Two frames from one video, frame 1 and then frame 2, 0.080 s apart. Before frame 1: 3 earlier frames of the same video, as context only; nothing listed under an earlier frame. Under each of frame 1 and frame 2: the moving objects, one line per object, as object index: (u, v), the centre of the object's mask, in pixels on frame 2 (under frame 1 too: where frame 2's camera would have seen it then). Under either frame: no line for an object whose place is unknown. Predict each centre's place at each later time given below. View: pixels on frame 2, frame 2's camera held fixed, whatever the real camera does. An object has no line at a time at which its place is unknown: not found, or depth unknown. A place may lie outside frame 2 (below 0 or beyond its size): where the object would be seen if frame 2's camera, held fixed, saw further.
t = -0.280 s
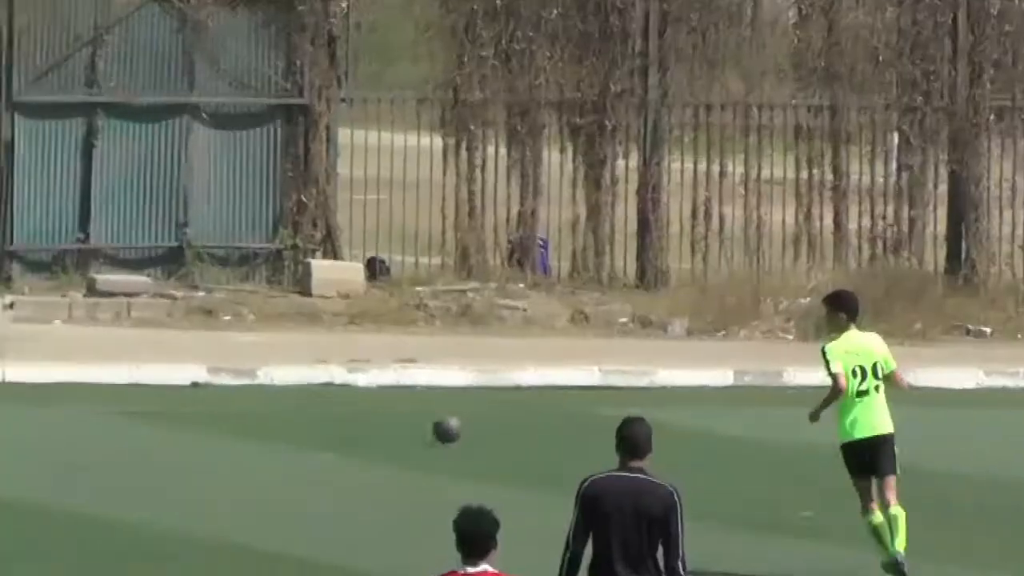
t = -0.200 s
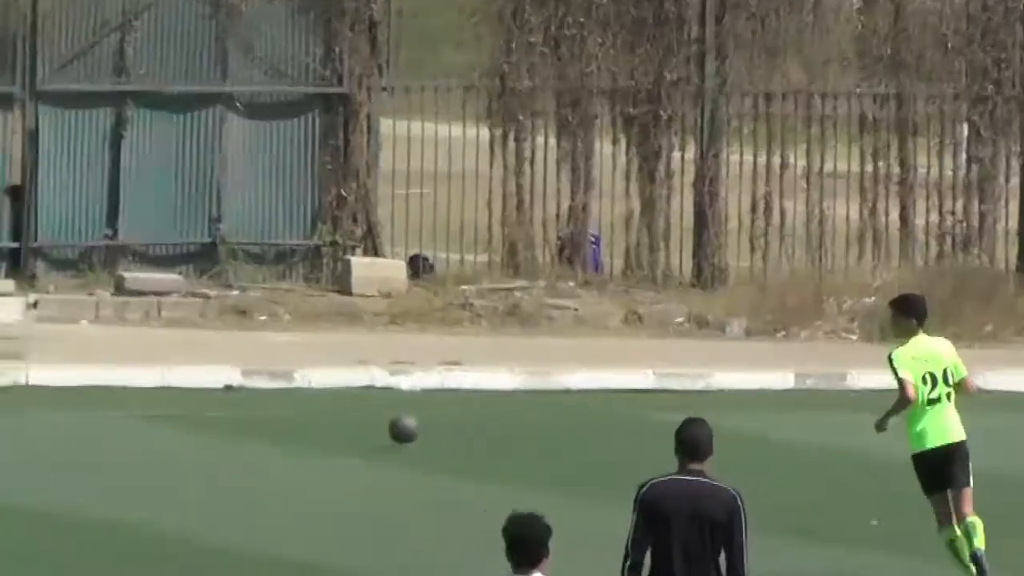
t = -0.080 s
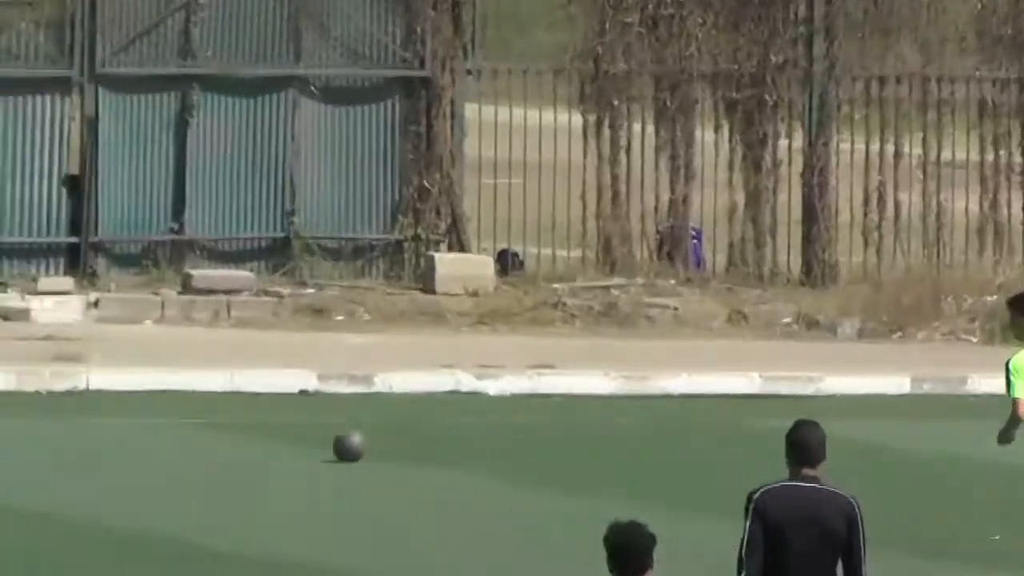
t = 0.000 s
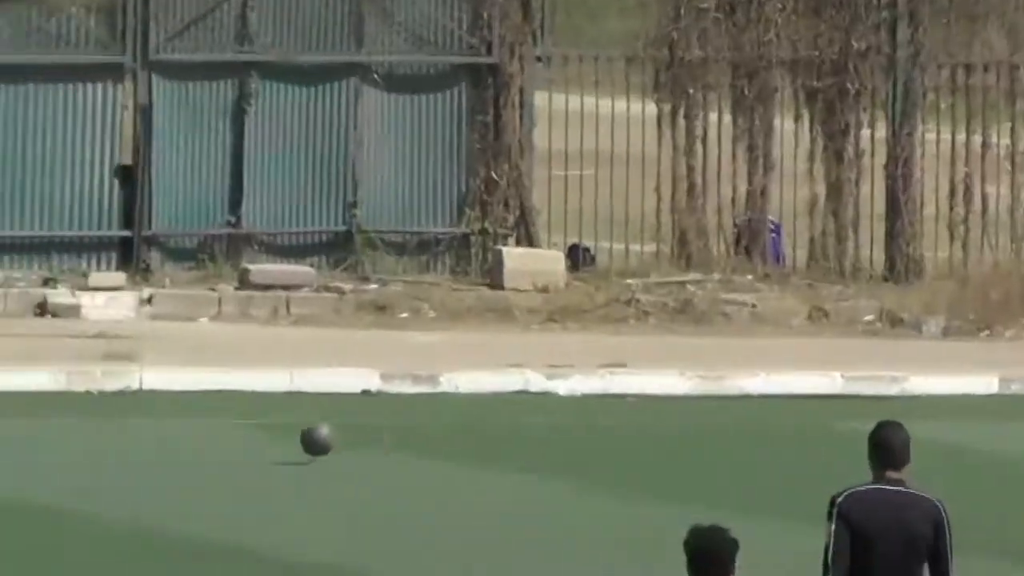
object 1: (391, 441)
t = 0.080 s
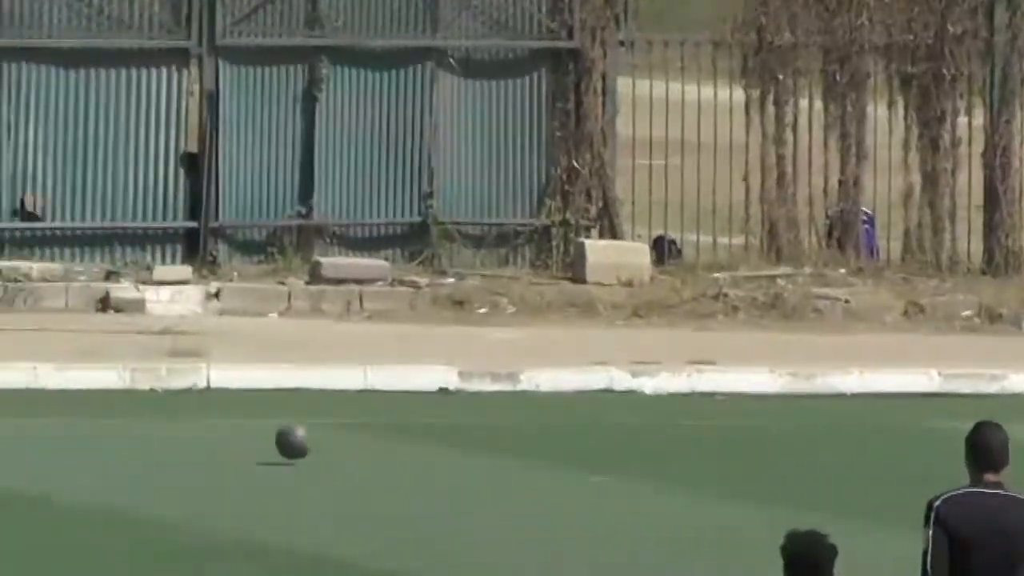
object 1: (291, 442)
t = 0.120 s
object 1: (243, 447)
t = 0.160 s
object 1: (195, 446)
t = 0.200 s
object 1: (146, 438)
